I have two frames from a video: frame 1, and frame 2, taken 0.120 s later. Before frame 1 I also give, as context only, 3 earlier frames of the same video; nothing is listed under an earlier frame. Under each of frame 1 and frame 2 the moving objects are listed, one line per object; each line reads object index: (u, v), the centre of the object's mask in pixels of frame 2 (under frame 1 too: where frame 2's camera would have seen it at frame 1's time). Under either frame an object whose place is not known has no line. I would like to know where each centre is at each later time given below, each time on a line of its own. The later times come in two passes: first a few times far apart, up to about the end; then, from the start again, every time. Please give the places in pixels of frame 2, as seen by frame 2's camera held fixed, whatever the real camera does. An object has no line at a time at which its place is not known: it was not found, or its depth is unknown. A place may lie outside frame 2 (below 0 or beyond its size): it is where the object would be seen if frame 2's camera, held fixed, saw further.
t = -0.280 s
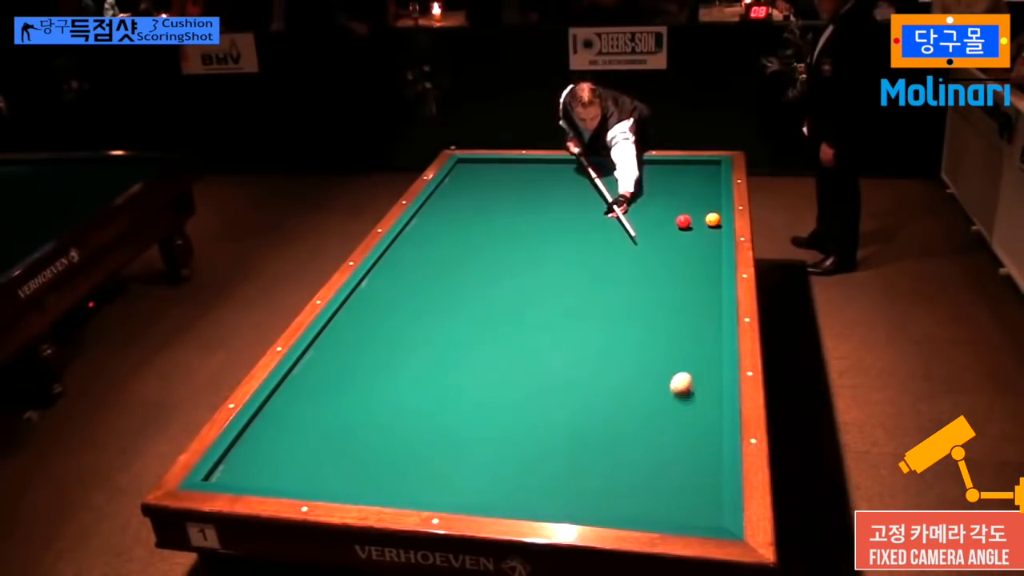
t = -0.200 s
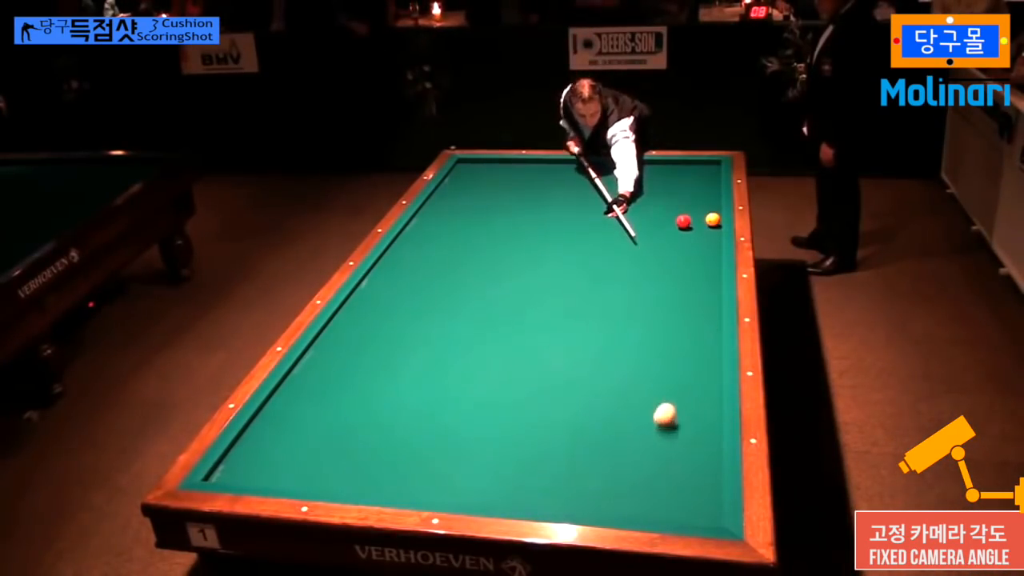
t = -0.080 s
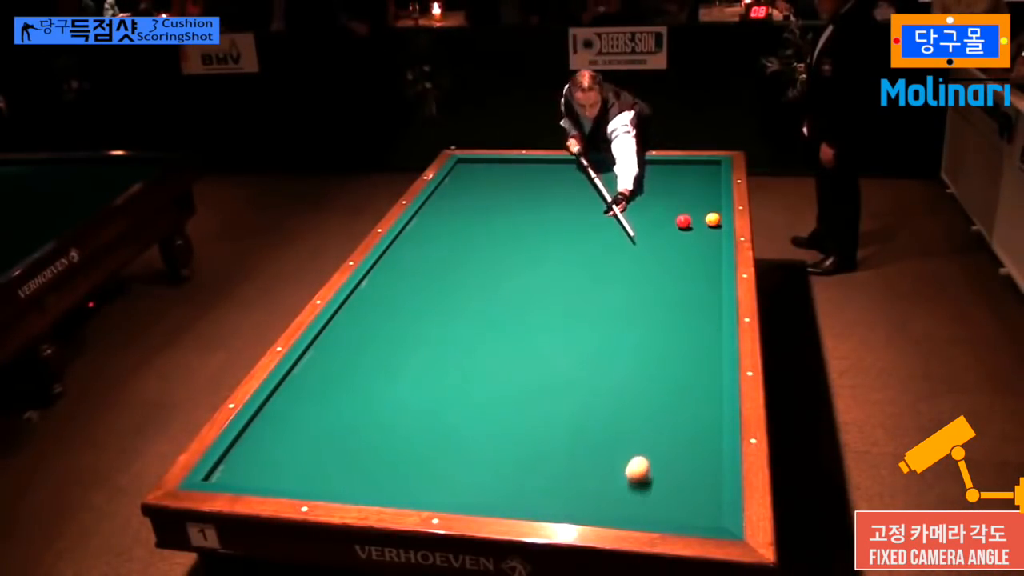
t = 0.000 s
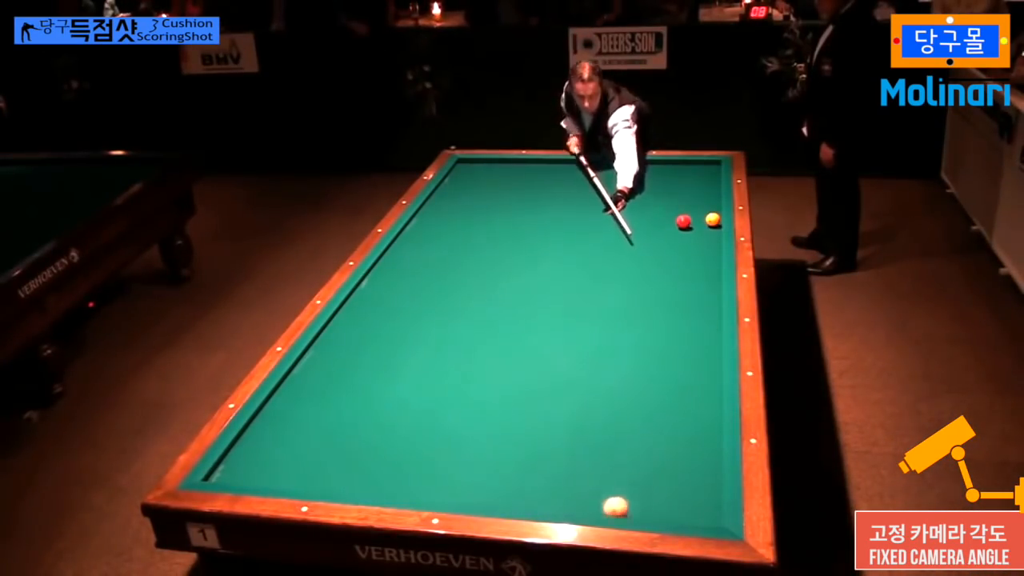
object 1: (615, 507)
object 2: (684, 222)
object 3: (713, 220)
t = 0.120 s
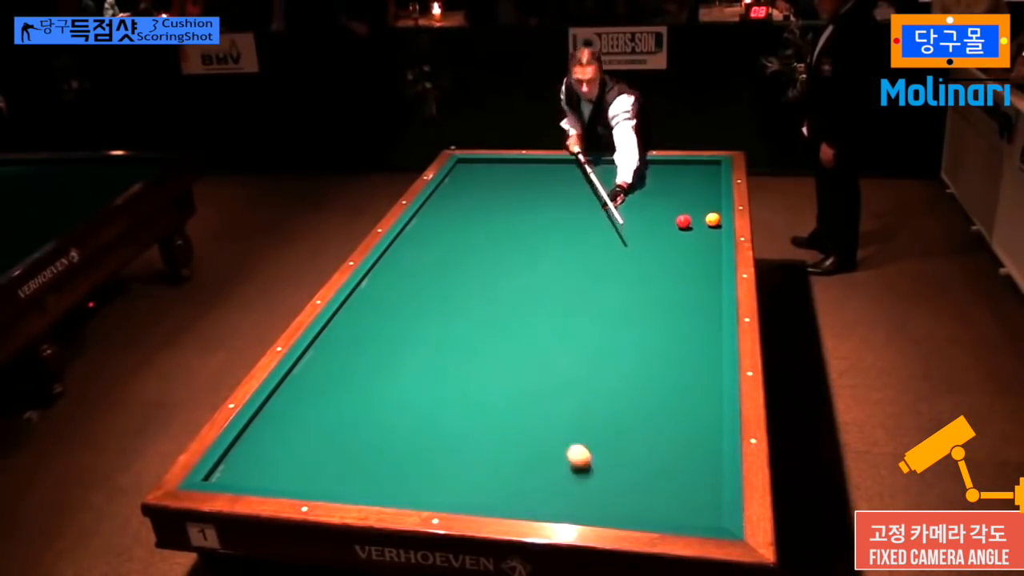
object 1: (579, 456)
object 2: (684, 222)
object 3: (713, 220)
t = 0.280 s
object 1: (539, 403)
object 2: (684, 222)
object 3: (713, 220)
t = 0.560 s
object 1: (483, 343)
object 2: (684, 222)
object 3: (713, 220)
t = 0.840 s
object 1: (438, 297)
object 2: (684, 222)
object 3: (713, 220)
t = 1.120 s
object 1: (402, 260)
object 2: (684, 222)
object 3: (713, 220)
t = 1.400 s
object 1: (429, 232)
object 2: (684, 222)
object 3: (713, 220)
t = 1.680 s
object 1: (474, 209)
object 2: (684, 222)
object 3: (713, 220)
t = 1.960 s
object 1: (515, 189)
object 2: (684, 222)
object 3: (713, 220)
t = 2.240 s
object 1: (551, 170)
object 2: (684, 222)
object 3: (713, 220)
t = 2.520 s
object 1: (581, 166)
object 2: (684, 222)
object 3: (713, 220)
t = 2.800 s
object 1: (610, 177)
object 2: (684, 222)
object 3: (713, 220)
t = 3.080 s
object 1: (641, 188)
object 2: (684, 222)
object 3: (713, 220)
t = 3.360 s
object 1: (673, 200)
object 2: (684, 222)
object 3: (713, 220)
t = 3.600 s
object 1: (702, 210)
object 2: (684, 222)
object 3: (714, 220)
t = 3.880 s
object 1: (700, 217)
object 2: (684, 222)
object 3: (714, 226)
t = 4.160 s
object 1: (693, 220)
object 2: (674, 224)
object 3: (714, 234)
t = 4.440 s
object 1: (690, 222)
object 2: (661, 227)
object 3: (714, 242)
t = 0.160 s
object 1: (568, 441)
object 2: (684, 222)
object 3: (713, 220)
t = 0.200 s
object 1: (558, 427)
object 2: (684, 222)
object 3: (713, 220)
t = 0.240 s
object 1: (548, 415)
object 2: (684, 222)
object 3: (713, 220)
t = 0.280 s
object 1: (539, 403)
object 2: (684, 222)
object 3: (713, 220)
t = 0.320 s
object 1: (530, 392)
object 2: (684, 222)
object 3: (713, 220)
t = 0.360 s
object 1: (521, 383)
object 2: (684, 222)
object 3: (713, 220)
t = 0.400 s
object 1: (513, 374)
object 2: (684, 222)
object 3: (713, 220)
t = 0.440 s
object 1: (505, 365)
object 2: (684, 222)
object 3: (713, 220)
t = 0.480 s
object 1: (497, 357)
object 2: (684, 222)
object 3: (713, 220)
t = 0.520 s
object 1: (490, 350)
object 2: (684, 222)
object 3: (713, 220)
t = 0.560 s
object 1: (483, 343)
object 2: (684, 222)
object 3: (713, 220)
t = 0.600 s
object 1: (476, 335)
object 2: (684, 222)
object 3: (713, 220)
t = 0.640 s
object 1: (469, 328)
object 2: (684, 222)
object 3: (713, 220)
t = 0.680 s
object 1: (462, 322)
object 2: (684, 222)
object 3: (713, 220)
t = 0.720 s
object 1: (456, 315)
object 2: (684, 222)
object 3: (713, 220)
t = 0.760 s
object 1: (450, 309)
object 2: (684, 222)
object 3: (713, 220)
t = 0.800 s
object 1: (444, 303)
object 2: (684, 222)
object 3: (713, 220)
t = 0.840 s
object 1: (438, 297)
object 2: (684, 222)
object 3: (713, 220)
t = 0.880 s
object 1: (433, 291)
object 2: (684, 222)
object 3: (713, 220)
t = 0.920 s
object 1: (427, 286)
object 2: (684, 222)
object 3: (713, 220)
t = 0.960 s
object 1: (422, 281)
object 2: (684, 222)
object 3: (713, 220)
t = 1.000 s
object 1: (416, 275)
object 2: (684, 222)
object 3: (713, 220)
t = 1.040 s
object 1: (411, 270)
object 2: (684, 222)
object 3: (713, 220)
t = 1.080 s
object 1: (406, 265)
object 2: (684, 222)
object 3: (713, 220)
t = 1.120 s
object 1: (402, 260)
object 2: (684, 222)
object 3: (713, 220)
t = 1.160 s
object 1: (397, 255)
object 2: (684, 222)
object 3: (713, 220)
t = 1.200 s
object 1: (393, 251)
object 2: (684, 222)
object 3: (713, 220)
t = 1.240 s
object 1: (397, 247)
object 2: (684, 222)
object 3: (713, 220)
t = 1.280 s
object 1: (406, 243)
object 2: (684, 222)
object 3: (713, 220)
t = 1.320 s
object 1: (414, 239)
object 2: (684, 222)
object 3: (713, 220)
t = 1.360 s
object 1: (422, 236)
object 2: (684, 222)
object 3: (713, 220)
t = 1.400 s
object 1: (429, 232)
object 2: (684, 222)
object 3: (713, 220)
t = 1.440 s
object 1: (436, 229)
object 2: (684, 222)
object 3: (713, 220)
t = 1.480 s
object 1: (442, 226)
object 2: (684, 222)
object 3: (713, 220)
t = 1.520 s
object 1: (449, 222)
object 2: (684, 222)
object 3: (713, 220)
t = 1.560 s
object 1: (455, 219)
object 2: (684, 222)
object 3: (713, 220)
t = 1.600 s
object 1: (462, 216)
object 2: (684, 222)
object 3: (713, 220)
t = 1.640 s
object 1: (468, 212)
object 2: (684, 222)
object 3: (713, 220)
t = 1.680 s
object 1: (474, 209)
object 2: (684, 222)
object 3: (713, 220)
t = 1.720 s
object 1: (480, 206)
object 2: (684, 222)
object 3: (713, 220)
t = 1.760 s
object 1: (486, 203)
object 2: (684, 222)
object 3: (713, 220)
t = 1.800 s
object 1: (492, 200)
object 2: (684, 222)
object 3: (713, 220)
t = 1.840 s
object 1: (498, 197)
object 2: (684, 222)
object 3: (713, 220)
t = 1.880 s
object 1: (504, 194)
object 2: (684, 222)
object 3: (713, 220)
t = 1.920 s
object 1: (509, 191)
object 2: (684, 222)
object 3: (713, 220)
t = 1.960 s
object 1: (515, 189)
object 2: (684, 222)
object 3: (713, 220)
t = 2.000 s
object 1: (520, 186)
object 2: (684, 222)
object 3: (713, 220)
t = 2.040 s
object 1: (525, 183)
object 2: (684, 222)
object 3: (713, 220)
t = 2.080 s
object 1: (531, 180)
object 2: (684, 222)
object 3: (713, 220)
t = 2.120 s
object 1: (536, 178)
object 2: (684, 222)
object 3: (713, 220)
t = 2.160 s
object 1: (541, 175)
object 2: (684, 222)
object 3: (713, 220)
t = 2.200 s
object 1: (546, 173)
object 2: (684, 222)
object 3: (713, 220)
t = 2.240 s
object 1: (551, 170)
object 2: (684, 222)
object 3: (713, 220)
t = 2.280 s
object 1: (556, 168)
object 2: (684, 222)
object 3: (713, 220)
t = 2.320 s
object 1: (561, 166)
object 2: (684, 222)
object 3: (713, 220)
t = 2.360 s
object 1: (565, 163)
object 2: (684, 222)
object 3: (713, 220)
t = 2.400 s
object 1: (569, 161)
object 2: (684, 222)
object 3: (713, 220)
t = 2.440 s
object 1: (574, 163)
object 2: (684, 222)
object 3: (713, 220)
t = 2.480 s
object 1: (578, 164)
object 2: (684, 222)
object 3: (713, 220)
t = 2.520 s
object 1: (581, 166)
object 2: (684, 222)
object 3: (713, 220)
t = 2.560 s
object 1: (585, 168)
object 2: (684, 222)
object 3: (713, 220)
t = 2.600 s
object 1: (589, 169)
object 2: (684, 222)
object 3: (713, 220)
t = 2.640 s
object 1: (593, 171)
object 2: (684, 222)
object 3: (713, 220)
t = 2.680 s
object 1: (597, 172)
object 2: (684, 222)
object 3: (713, 220)
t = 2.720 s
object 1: (602, 174)
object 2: (684, 222)
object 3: (713, 220)
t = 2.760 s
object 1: (606, 175)
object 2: (684, 222)
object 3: (713, 220)
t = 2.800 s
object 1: (610, 177)
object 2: (684, 222)
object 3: (713, 220)
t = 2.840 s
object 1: (615, 178)
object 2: (684, 222)
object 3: (713, 220)
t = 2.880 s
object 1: (619, 180)
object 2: (684, 222)
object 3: (713, 220)
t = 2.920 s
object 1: (623, 181)
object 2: (684, 222)
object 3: (713, 220)
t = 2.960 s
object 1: (627, 183)
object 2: (684, 222)
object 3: (713, 220)
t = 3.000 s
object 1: (632, 185)
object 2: (684, 222)
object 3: (713, 220)
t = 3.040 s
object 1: (636, 186)
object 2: (684, 222)
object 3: (713, 220)
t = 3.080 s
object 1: (641, 188)
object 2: (684, 222)
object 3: (713, 220)
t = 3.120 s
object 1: (646, 190)
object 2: (684, 222)
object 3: (713, 220)
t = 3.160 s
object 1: (650, 191)
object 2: (684, 222)
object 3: (713, 220)
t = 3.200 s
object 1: (655, 193)
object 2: (684, 222)
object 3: (713, 220)
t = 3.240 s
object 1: (659, 195)
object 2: (684, 222)
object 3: (713, 220)
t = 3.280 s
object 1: (664, 196)
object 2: (684, 222)
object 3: (713, 220)
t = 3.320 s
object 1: (669, 198)
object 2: (684, 222)
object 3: (713, 220)
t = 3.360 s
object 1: (673, 200)
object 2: (684, 222)
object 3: (713, 220)
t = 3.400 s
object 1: (678, 202)
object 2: (684, 222)
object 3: (713, 220)
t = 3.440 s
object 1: (683, 203)
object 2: (684, 222)
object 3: (713, 220)
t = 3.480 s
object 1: (688, 205)
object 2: (684, 222)
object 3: (713, 220)
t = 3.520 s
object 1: (692, 207)
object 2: (684, 222)
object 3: (713, 220)
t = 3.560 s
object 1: (697, 209)
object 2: (684, 222)
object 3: (713, 220)
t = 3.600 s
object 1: (702, 210)
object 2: (684, 222)
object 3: (714, 220)
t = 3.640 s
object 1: (706, 210)
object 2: (684, 222)
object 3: (713, 220)
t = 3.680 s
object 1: (711, 211)
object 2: (684, 222)
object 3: (714, 221)
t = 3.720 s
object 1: (712, 212)
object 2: (684, 222)
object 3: (714, 222)
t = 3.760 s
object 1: (708, 213)
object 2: (684, 222)
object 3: (713, 223)
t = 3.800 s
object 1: (705, 214)
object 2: (684, 222)
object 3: (713, 223)
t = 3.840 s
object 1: (702, 216)
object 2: (684, 222)
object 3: (714, 225)
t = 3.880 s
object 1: (700, 217)
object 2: (684, 222)
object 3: (714, 226)
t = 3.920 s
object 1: (698, 218)
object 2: (683, 222)
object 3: (713, 227)
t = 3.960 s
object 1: (696, 219)
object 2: (683, 222)
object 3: (714, 228)
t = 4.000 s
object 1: (695, 219)
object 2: (681, 223)
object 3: (713, 229)
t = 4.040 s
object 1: (695, 220)
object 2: (680, 223)
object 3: (713, 231)
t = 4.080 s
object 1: (694, 220)
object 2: (678, 224)
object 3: (714, 232)
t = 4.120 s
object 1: (694, 220)
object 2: (676, 224)
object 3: (714, 233)
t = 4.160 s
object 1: (693, 220)
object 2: (674, 224)
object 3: (714, 234)
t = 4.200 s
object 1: (693, 220)
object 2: (672, 225)
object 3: (713, 235)
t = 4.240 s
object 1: (692, 221)
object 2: (670, 225)
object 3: (714, 236)
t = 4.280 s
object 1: (692, 221)
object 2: (668, 226)
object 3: (714, 237)
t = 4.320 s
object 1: (691, 221)
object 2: (667, 226)
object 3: (714, 238)
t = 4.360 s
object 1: (691, 221)
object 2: (665, 227)
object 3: (714, 240)
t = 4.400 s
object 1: (690, 221)
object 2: (663, 227)
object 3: (714, 241)
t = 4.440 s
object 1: (690, 222)
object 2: (661, 227)
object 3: (714, 242)
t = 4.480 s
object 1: (690, 222)
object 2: (660, 227)
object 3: (714, 243)
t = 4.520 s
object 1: (689, 222)
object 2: (658, 228)
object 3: (714, 244)
